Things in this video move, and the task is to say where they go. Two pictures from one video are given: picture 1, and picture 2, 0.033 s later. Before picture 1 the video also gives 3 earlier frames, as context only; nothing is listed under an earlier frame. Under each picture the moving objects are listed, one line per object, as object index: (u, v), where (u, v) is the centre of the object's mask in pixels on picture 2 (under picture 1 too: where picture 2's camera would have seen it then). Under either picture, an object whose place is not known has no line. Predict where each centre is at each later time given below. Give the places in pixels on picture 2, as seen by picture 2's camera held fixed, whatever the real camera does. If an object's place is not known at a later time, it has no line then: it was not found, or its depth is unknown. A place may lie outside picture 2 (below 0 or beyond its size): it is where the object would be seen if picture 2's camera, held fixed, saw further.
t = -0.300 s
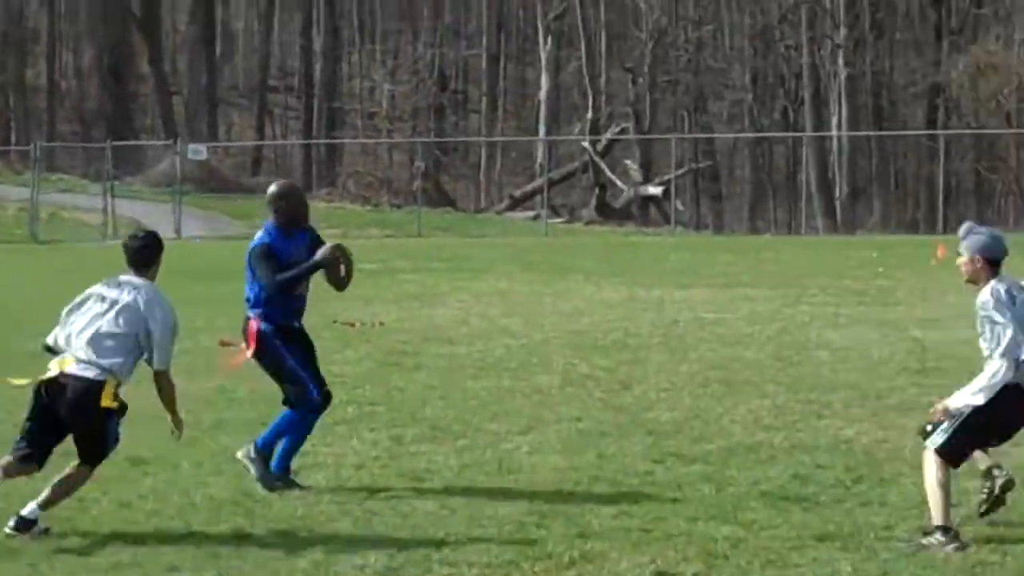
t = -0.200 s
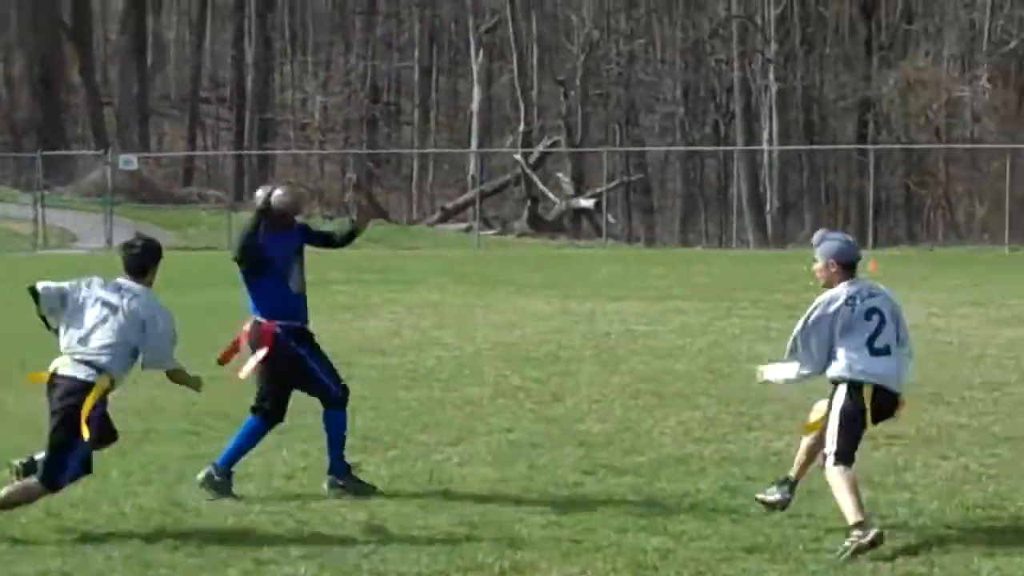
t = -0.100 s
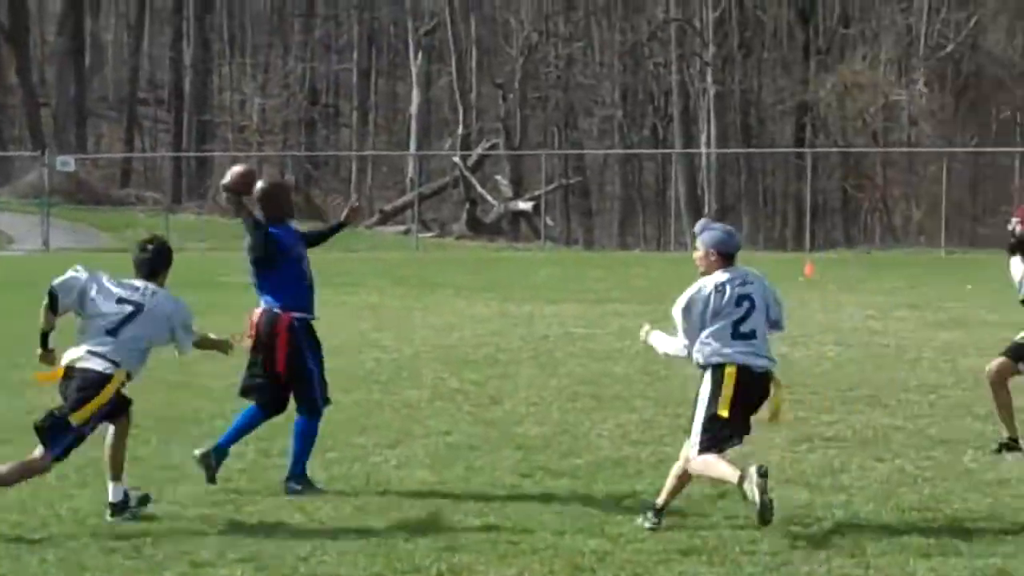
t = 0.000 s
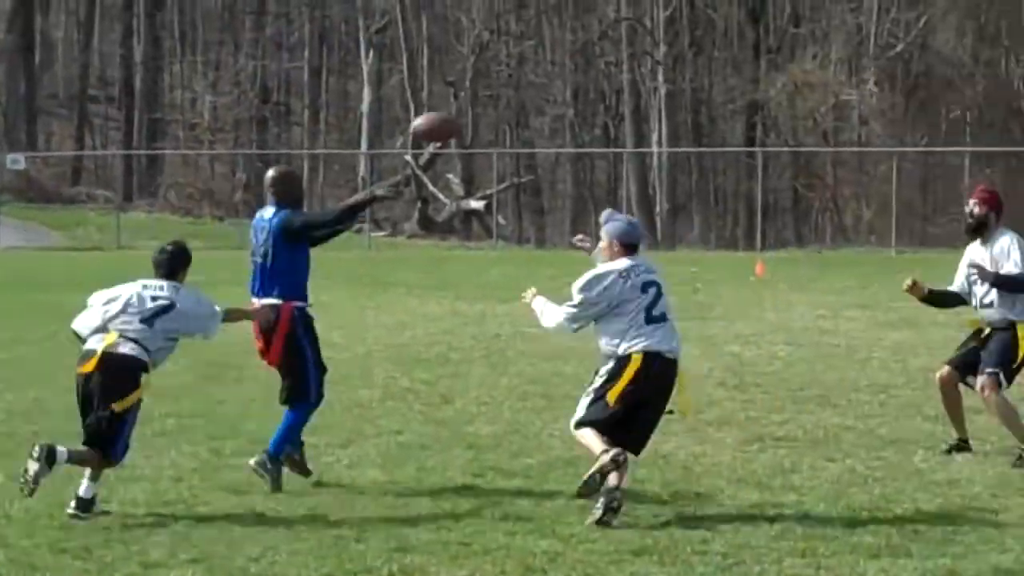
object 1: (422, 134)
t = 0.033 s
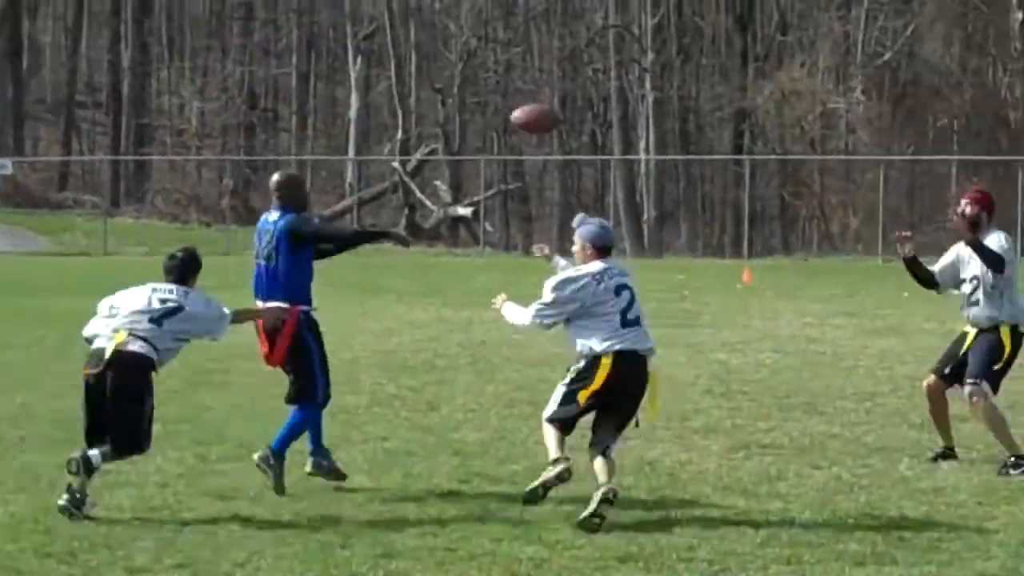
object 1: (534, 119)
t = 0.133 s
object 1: (850, 88)
